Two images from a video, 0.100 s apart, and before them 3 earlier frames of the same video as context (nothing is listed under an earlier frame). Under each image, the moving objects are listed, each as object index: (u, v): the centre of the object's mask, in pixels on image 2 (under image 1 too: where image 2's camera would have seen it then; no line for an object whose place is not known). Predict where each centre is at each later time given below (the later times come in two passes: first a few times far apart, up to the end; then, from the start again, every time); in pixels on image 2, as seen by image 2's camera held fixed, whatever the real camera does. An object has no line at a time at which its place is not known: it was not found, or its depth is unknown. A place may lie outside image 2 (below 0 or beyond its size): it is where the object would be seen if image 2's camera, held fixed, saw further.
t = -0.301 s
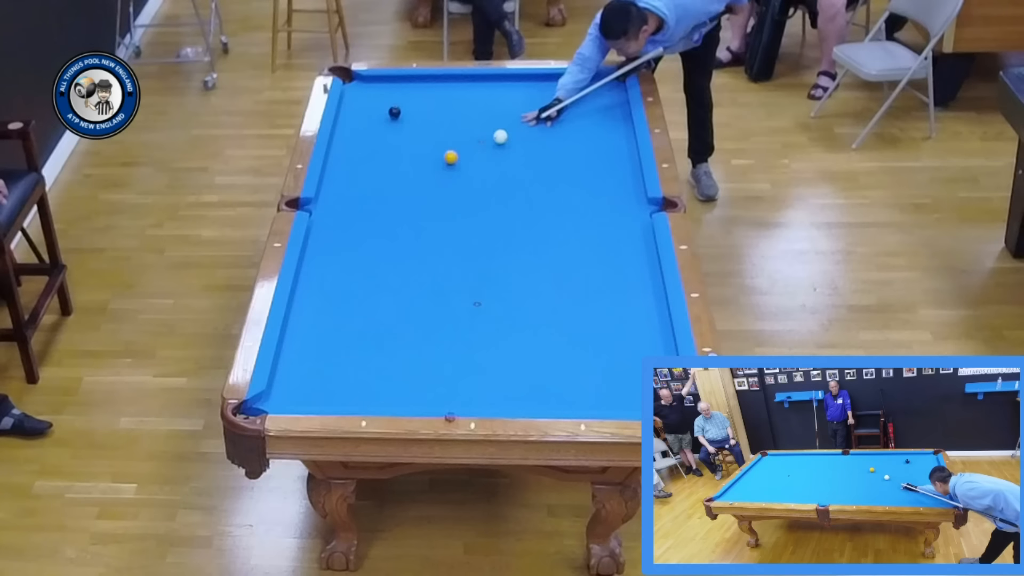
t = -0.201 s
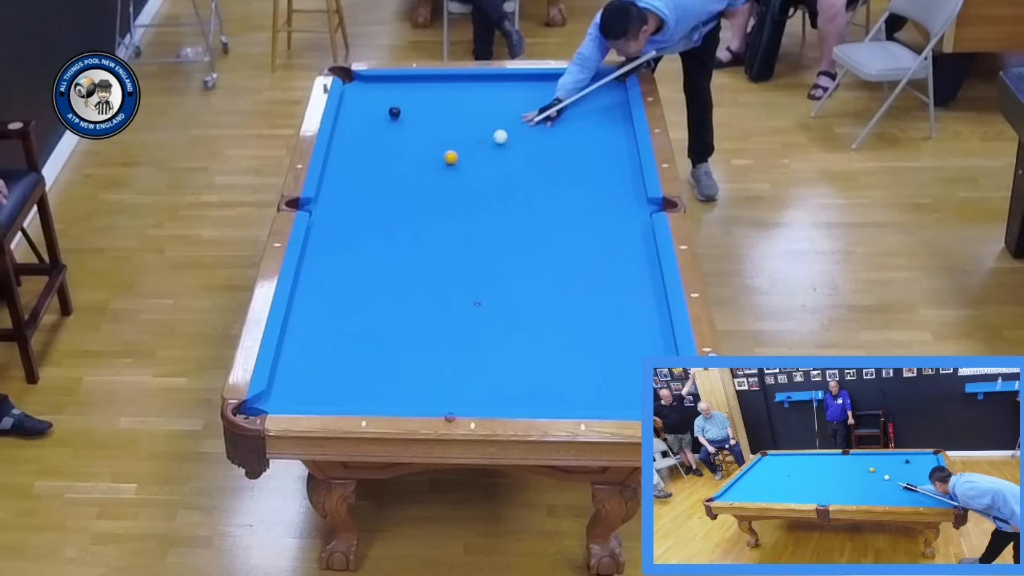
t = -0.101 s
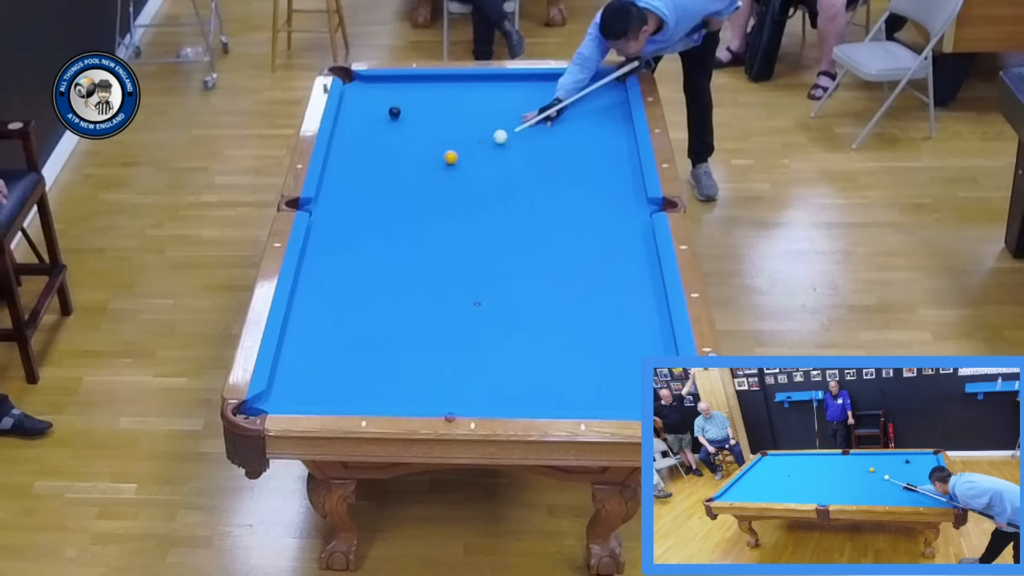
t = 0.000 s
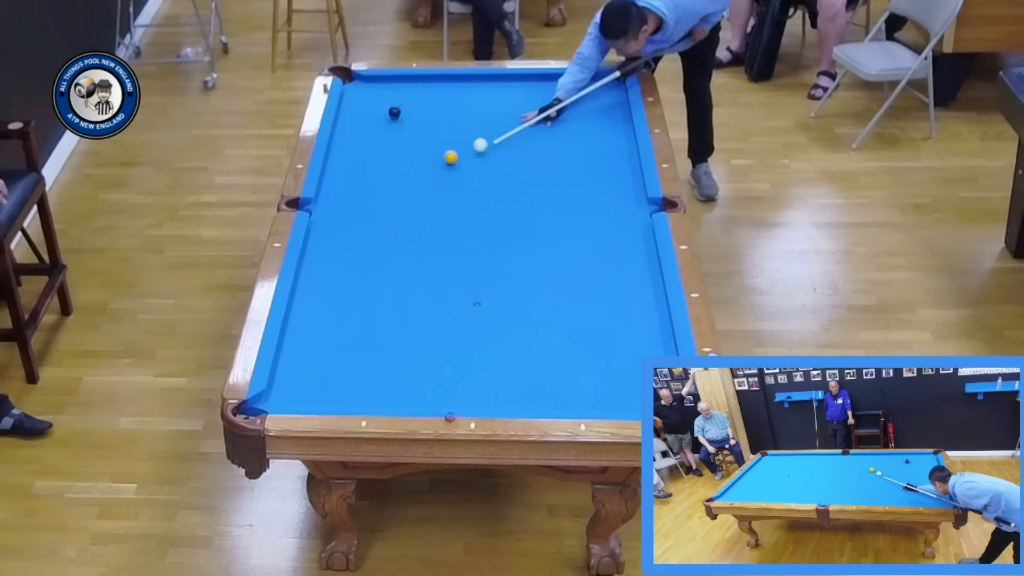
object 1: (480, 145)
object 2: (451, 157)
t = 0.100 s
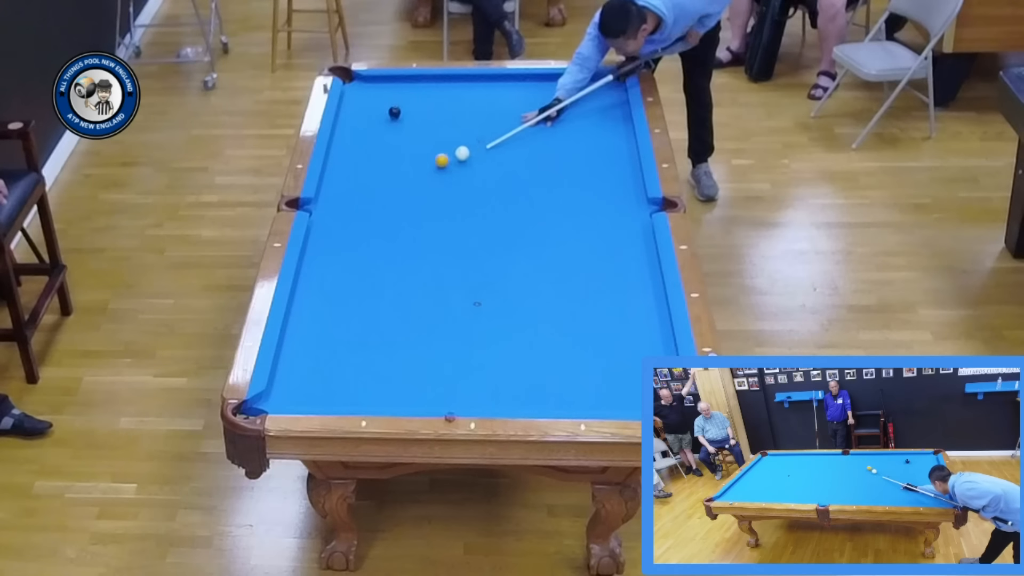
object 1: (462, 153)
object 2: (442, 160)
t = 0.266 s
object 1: (464, 155)
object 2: (405, 173)
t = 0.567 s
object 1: (467, 157)
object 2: (343, 194)
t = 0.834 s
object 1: (469, 158)
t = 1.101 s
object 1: (470, 159)
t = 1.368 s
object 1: (470, 159)
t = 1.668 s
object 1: (470, 159)
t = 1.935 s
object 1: (470, 159)
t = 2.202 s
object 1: (470, 159)
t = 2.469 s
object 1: (470, 159)
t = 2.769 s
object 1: (470, 159)
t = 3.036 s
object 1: (470, 159)
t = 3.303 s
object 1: (470, 159)
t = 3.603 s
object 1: (470, 159)
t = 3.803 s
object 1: (470, 159)
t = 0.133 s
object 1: (463, 153)
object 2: (434, 163)
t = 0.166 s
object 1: (463, 154)
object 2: (426, 166)
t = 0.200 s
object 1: (463, 154)
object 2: (419, 168)
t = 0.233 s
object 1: (464, 154)
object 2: (412, 171)
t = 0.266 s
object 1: (464, 155)
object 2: (405, 173)
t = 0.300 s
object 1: (464, 155)
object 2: (398, 175)
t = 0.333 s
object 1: (465, 155)
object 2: (392, 178)
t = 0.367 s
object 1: (465, 155)
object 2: (385, 180)
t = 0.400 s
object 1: (465, 156)
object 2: (378, 183)
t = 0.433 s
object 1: (466, 156)
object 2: (371, 185)
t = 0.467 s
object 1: (466, 156)
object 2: (364, 187)
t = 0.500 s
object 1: (466, 156)
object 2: (357, 190)
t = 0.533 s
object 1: (466, 157)
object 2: (350, 192)
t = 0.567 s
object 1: (467, 157)
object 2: (343, 194)
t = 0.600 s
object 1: (467, 157)
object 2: (337, 197)
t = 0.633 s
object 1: (467, 157)
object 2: (330, 199)
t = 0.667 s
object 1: (468, 157)
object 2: (323, 202)
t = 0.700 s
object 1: (468, 157)
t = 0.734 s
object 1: (468, 158)
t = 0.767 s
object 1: (468, 158)
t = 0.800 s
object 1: (468, 158)
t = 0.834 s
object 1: (469, 158)
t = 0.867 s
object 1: (469, 158)
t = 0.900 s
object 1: (469, 158)
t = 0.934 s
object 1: (469, 158)
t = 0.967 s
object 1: (470, 158)
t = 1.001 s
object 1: (470, 158)
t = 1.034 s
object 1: (470, 159)
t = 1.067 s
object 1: (470, 159)
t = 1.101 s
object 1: (470, 159)
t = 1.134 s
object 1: (470, 159)
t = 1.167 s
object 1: (470, 159)
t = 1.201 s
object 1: (470, 159)
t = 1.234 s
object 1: (470, 159)
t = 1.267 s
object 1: (470, 159)
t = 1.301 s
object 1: (470, 159)
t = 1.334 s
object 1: (470, 159)
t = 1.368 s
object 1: (470, 159)
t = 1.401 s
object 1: (470, 159)
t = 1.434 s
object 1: (470, 159)
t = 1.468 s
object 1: (470, 159)
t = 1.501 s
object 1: (470, 159)
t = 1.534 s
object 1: (470, 159)
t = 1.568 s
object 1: (470, 159)
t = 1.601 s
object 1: (470, 159)
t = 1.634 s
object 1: (470, 159)
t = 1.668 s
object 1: (470, 159)
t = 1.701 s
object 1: (470, 159)
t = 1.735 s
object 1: (470, 159)
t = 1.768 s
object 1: (470, 159)
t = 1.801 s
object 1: (470, 159)
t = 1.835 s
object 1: (470, 159)
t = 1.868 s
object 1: (470, 159)
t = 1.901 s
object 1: (470, 159)
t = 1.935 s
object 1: (470, 159)
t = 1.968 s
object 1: (470, 159)
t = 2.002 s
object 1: (470, 159)
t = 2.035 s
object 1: (470, 159)
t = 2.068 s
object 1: (470, 159)
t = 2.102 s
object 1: (470, 159)
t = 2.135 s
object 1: (470, 159)
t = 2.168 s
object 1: (470, 159)
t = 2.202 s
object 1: (470, 159)
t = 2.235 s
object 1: (470, 159)
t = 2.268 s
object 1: (470, 159)
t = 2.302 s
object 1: (470, 159)
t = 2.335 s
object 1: (470, 159)
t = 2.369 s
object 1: (470, 159)
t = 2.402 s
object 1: (470, 159)
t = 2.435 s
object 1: (470, 159)
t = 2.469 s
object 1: (470, 159)
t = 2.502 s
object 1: (470, 159)
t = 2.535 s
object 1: (470, 159)
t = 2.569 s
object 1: (470, 159)
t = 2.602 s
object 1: (470, 159)
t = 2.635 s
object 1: (470, 159)
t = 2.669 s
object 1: (470, 159)
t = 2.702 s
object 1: (470, 159)
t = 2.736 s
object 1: (470, 159)
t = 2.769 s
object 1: (470, 159)
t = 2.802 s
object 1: (470, 159)
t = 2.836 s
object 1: (470, 159)
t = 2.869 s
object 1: (470, 159)
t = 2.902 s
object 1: (470, 159)
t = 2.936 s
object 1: (470, 159)
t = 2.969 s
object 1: (470, 159)
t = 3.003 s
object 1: (470, 159)
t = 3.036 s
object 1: (470, 159)
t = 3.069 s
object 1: (470, 159)
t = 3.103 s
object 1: (470, 159)
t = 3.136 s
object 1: (470, 159)
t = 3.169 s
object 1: (470, 159)
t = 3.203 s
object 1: (470, 159)
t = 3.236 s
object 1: (470, 159)
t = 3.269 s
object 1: (470, 159)
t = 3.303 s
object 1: (470, 159)
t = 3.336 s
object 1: (470, 159)
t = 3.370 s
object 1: (470, 159)
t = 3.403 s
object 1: (470, 159)
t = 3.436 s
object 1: (470, 159)
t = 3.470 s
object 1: (470, 159)
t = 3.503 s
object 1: (470, 159)
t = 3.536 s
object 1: (470, 159)
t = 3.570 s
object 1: (470, 159)
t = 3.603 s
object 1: (470, 159)
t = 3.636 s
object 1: (470, 159)
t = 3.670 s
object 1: (470, 159)
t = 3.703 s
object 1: (470, 159)
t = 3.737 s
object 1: (470, 159)
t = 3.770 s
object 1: (470, 159)
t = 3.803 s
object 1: (470, 159)
